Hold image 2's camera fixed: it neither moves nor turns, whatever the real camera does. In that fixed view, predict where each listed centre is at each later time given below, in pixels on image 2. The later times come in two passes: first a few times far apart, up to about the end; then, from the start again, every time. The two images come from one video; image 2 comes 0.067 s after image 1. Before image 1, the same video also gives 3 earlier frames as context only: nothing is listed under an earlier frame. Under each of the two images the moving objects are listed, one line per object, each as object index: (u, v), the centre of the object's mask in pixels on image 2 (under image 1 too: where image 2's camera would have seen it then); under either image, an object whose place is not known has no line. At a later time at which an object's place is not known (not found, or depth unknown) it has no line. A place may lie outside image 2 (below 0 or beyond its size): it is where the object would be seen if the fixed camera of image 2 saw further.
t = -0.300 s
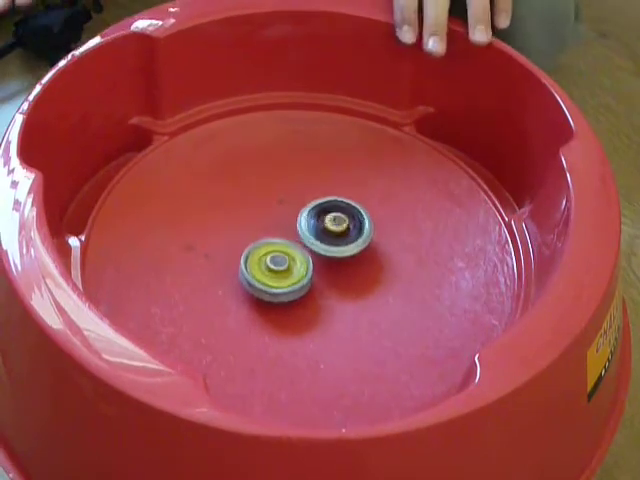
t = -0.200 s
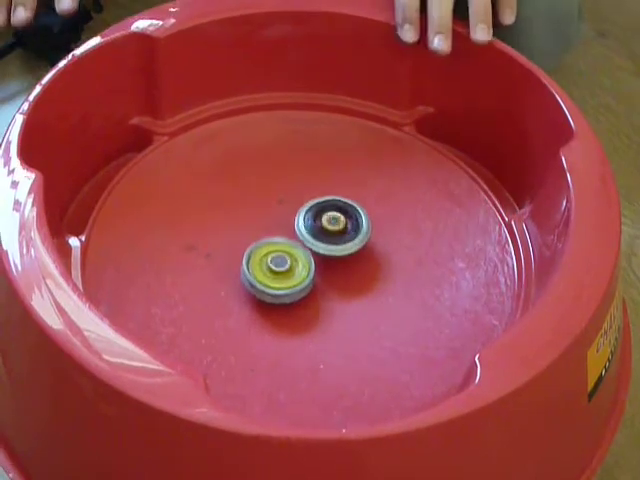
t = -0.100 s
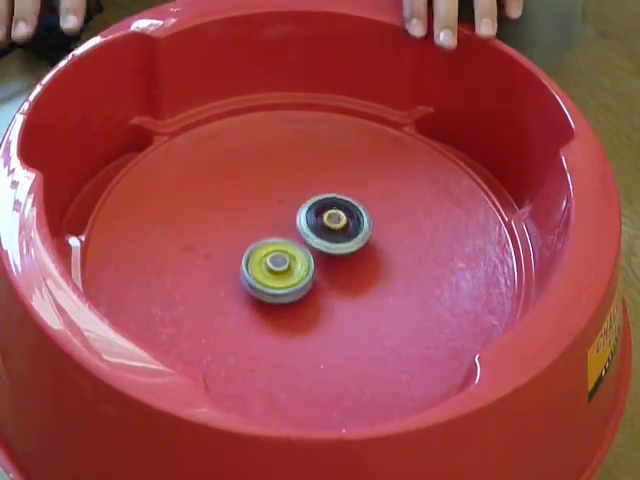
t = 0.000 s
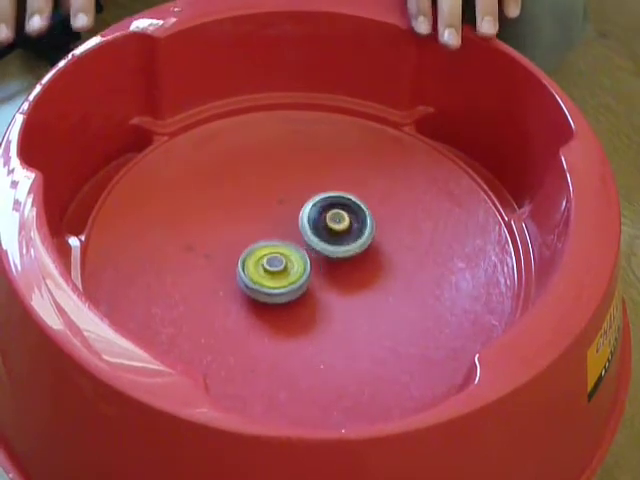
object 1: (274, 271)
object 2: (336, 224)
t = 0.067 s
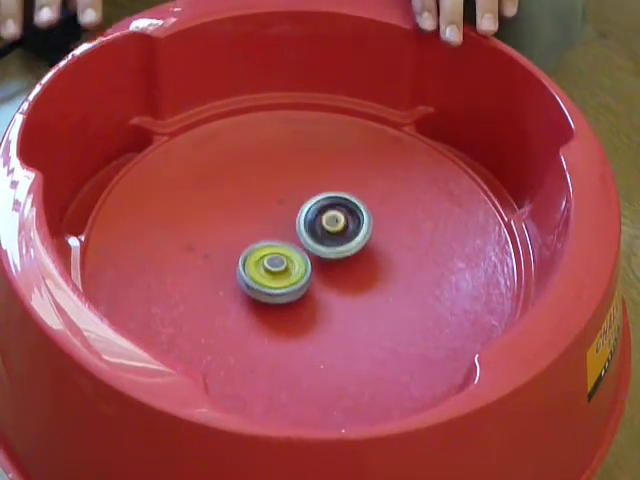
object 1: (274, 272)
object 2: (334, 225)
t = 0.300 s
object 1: (276, 272)
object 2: (331, 226)
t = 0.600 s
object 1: (263, 265)
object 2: (369, 220)
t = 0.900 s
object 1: (277, 264)
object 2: (361, 227)
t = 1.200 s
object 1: (280, 270)
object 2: (355, 234)
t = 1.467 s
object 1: (276, 273)
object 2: (348, 228)
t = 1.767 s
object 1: (288, 272)
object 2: (339, 225)
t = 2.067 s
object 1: (305, 277)
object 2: (346, 220)
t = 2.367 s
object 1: (309, 278)
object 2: (340, 218)
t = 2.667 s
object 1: (310, 271)
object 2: (332, 207)
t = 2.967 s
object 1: (308, 266)
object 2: (319, 201)
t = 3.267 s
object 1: (274, 262)
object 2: (322, 204)
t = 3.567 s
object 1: (255, 253)
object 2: (321, 210)
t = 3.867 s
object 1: (258, 243)
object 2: (331, 217)
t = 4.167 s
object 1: (265, 239)
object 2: (348, 240)
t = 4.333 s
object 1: (261, 235)
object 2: (330, 251)
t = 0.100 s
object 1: (274, 272)
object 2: (335, 224)
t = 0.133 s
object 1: (274, 272)
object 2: (334, 225)
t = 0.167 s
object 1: (274, 272)
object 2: (333, 224)
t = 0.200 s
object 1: (274, 273)
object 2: (333, 225)
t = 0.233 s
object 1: (275, 272)
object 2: (332, 226)
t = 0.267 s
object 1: (275, 272)
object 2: (332, 225)
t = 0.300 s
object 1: (276, 272)
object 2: (331, 226)
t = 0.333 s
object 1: (276, 272)
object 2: (329, 226)
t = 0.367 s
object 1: (276, 271)
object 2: (330, 227)
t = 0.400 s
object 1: (274, 271)
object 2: (330, 227)
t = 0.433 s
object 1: (274, 271)
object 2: (331, 228)
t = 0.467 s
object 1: (271, 270)
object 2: (335, 228)
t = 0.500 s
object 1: (265, 269)
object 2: (348, 227)
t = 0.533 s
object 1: (263, 267)
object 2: (359, 223)
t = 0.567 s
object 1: (263, 266)
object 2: (365, 221)
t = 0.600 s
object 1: (263, 265)
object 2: (369, 220)
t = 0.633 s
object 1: (264, 265)
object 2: (371, 220)
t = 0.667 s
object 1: (264, 265)
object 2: (373, 222)
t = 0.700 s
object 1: (265, 264)
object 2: (372, 222)
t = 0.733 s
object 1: (267, 263)
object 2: (371, 222)
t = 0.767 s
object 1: (268, 264)
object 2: (370, 222)
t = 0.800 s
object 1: (269, 263)
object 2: (368, 224)
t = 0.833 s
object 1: (272, 263)
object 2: (366, 224)
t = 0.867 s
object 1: (274, 263)
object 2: (365, 226)
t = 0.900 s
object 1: (277, 264)
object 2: (361, 227)
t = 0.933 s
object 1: (280, 265)
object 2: (355, 230)
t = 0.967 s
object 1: (284, 266)
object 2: (352, 232)
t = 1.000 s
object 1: (285, 267)
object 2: (351, 234)
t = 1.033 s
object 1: (284, 269)
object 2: (352, 233)
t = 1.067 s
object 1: (284, 269)
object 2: (353, 234)
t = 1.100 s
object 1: (285, 269)
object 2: (353, 236)
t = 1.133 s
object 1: (286, 270)
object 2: (350, 237)
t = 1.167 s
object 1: (282, 270)
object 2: (352, 235)
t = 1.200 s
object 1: (280, 270)
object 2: (355, 234)
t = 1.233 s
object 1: (278, 271)
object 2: (353, 234)
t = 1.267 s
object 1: (276, 272)
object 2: (350, 233)
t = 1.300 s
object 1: (276, 272)
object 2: (347, 230)
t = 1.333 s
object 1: (276, 272)
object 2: (349, 228)
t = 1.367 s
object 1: (276, 272)
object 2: (350, 228)
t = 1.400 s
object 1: (276, 272)
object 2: (349, 229)
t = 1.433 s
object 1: (276, 273)
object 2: (348, 228)
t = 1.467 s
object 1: (276, 273)
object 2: (348, 228)
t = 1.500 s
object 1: (277, 273)
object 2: (347, 229)
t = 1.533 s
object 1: (277, 273)
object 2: (344, 228)
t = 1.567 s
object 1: (277, 272)
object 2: (343, 225)
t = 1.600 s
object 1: (279, 271)
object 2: (345, 224)
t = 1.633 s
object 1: (280, 272)
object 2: (346, 224)
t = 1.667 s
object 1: (281, 272)
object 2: (345, 224)
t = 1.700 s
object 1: (283, 271)
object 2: (344, 224)
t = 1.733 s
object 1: (286, 271)
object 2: (342, 225)
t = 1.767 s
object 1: (288, 272)
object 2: (339, 225)
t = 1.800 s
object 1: (290, 272)
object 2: (337, 223)
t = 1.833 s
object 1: (293, 272)
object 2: (337, 220)
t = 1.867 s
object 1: (296, 273)
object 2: (339, 220)
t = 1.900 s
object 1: (298, 273)
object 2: (340, 221)
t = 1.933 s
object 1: (300, 274)
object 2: (340, 222)
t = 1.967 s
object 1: (301, 275)
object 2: (343, 220)
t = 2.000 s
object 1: (303, 276)
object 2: (345, 219)
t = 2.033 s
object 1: (303, 277)
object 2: (345, 219)
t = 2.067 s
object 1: (305, 277)
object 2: (346, 220)
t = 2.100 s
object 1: (306, 277)
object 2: (346, 221)
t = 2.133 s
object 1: (306, 277)
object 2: (345, 222)
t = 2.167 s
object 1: (307, 276)
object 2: (343, 221)
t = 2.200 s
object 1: (308, 277)
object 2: (341, 220)
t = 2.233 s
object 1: (309, 276)
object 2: (340, 218)
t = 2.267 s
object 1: (311, 277)
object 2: (339, 218)
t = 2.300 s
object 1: (312, 278)
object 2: (338, 218)
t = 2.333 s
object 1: (311, 279)
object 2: (339, 218)
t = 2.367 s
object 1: (309, 278)
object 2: (340, 218)
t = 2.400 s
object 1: (308, 277)
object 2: (339, 219)
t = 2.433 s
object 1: (310, 276)
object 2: (337, 219)
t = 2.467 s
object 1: (311, 276)
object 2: (333, 219)
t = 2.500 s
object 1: (308, 276)
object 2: (334, 217)
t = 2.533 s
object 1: (306, 276)
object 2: (335, 215)
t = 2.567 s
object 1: (307, 275)
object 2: (333, 214)
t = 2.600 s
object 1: (308, 274)
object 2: (331, 212)
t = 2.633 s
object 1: (309, 272)
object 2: (330, 209)
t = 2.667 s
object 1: (310, 271)
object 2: (332, 207)
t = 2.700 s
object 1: (311, 270)
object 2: (331, 208)
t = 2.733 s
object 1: (312, 270)
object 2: (328, 208)
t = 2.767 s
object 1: (312, 270)
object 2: (325, 208)
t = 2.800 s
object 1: (310, 269)
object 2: (323, 206)
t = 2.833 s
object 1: (311, 268)
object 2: (322, 205)
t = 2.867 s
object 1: (310, 268)
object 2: (322, 204)
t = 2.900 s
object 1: (309, 268)
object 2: (321, 204)
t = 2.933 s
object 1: (308, 268)
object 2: (319, 202)
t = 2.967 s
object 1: (308, 266)
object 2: (319, 201)
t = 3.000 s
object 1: (309, 266)
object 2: (318, 203)
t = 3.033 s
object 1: (310, 266)
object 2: (317, 205)
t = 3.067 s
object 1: (307, 266)
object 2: (317, 205)
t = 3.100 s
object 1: (301, 266)
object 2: (321, 204)
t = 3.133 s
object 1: (294, 265)
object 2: (322, 201)
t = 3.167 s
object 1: (288, 263)
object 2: (321, 200)
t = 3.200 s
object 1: (282, 264)
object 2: (322, 200)
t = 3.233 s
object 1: (278, 264)
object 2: (323, 203)
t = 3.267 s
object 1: (274, 262)
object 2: (322, 204)
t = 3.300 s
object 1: (269, 261)
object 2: (320, 203)
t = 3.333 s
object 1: (266, 261)
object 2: (320, 203)
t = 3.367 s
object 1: (266, 259)
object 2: (320, 202)
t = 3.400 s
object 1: (265, 256)
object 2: (321, 202)
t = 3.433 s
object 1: (264, 255)
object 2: (320, 203)
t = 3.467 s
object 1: (265, 254)
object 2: (316, 204)
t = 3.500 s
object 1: (265, 254)
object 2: (314, 207)
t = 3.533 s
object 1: (259, 255)
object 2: (317, 208)
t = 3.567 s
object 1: (255, 253)
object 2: (321, 210)
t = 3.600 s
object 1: (254, 252)
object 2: (323, 212)
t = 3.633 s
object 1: (256, 249)
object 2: (322, 214)
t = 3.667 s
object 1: (257, 247)
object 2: (321, 215)
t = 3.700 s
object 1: (255, 246)
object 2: (321, 216)
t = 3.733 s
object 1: (253, 244)
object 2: (325, 218)
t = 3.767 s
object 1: (252, 243)
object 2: (326, 218)
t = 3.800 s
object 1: (253, 243)
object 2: (327, 218)
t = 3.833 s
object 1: (256, 244)
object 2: (328, 217)
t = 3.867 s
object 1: (258, 243)
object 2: (331, 217)
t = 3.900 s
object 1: (261, 243)
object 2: (332, 218)
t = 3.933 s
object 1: (264, 243)
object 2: (331, 220)
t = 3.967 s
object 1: (264, 242)
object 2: (336, 223)
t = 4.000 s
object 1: (263, 240)
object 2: (340, 225)
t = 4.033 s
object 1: (262, 240)
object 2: (344, 228)
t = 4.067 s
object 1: (261, 240)
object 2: (347, 231)
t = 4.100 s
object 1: (262, 240)
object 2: (349, 233)
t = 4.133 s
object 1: (264, 240)
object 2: (350, 238)
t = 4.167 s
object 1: (265, 239)
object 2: (348, 240)
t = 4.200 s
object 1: (266, 238)
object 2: (346, 243)
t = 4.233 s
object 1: (265, 238)
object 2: (339, 246)
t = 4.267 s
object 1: (264, 238)
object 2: (335, 249)
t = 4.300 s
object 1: (264, 237)
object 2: (333, 251)
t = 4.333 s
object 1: (261, 235)
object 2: (330, 251)
